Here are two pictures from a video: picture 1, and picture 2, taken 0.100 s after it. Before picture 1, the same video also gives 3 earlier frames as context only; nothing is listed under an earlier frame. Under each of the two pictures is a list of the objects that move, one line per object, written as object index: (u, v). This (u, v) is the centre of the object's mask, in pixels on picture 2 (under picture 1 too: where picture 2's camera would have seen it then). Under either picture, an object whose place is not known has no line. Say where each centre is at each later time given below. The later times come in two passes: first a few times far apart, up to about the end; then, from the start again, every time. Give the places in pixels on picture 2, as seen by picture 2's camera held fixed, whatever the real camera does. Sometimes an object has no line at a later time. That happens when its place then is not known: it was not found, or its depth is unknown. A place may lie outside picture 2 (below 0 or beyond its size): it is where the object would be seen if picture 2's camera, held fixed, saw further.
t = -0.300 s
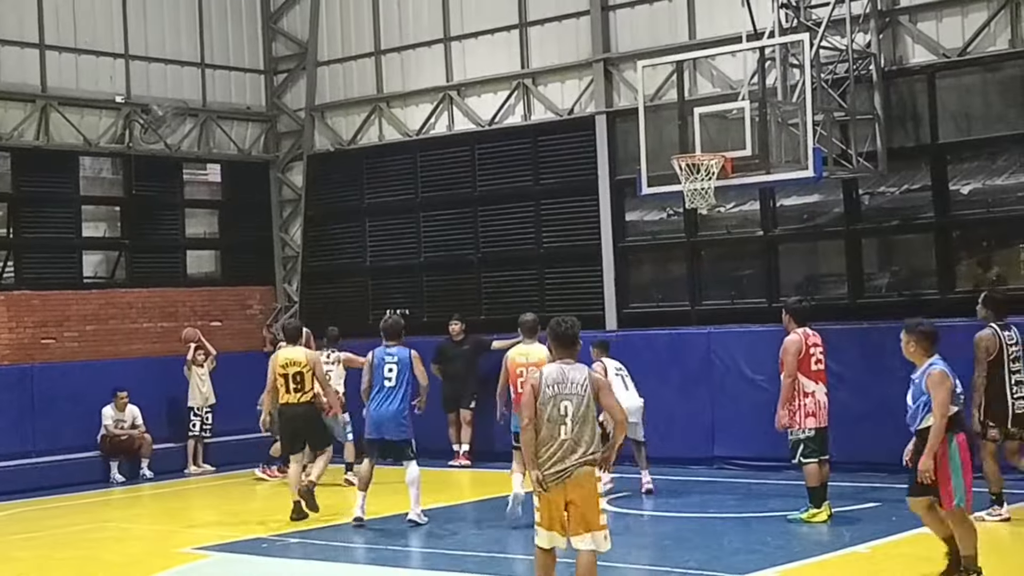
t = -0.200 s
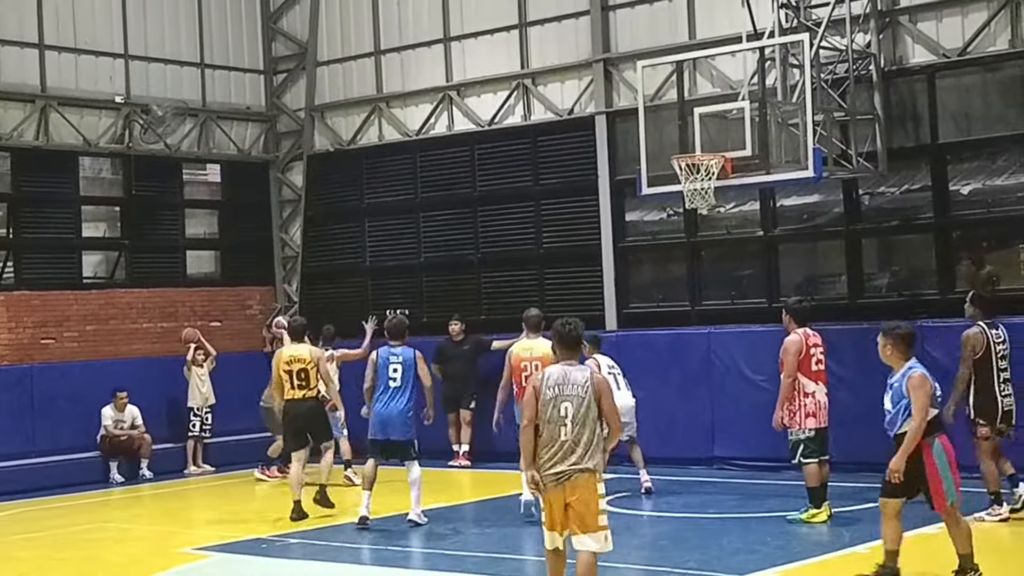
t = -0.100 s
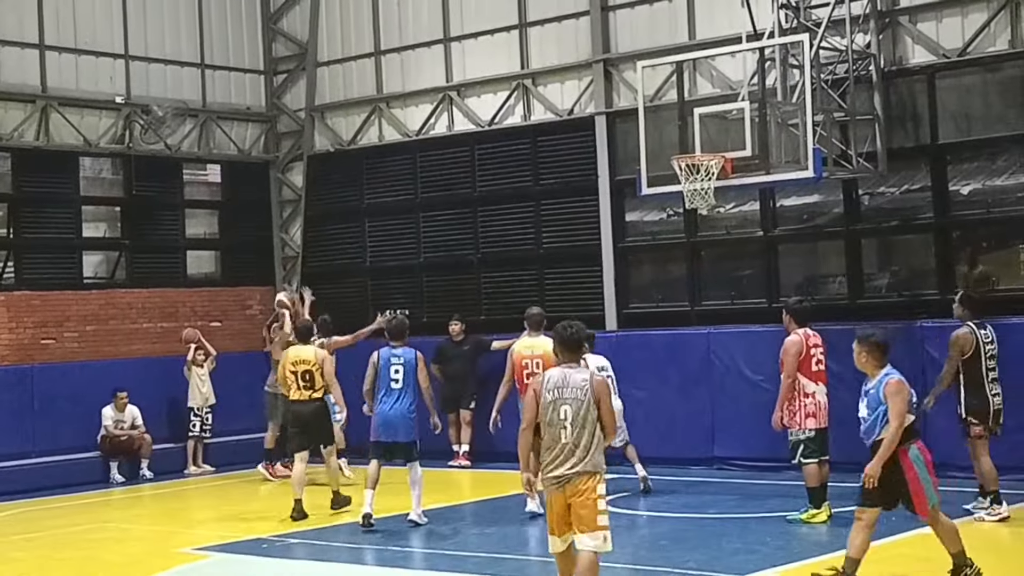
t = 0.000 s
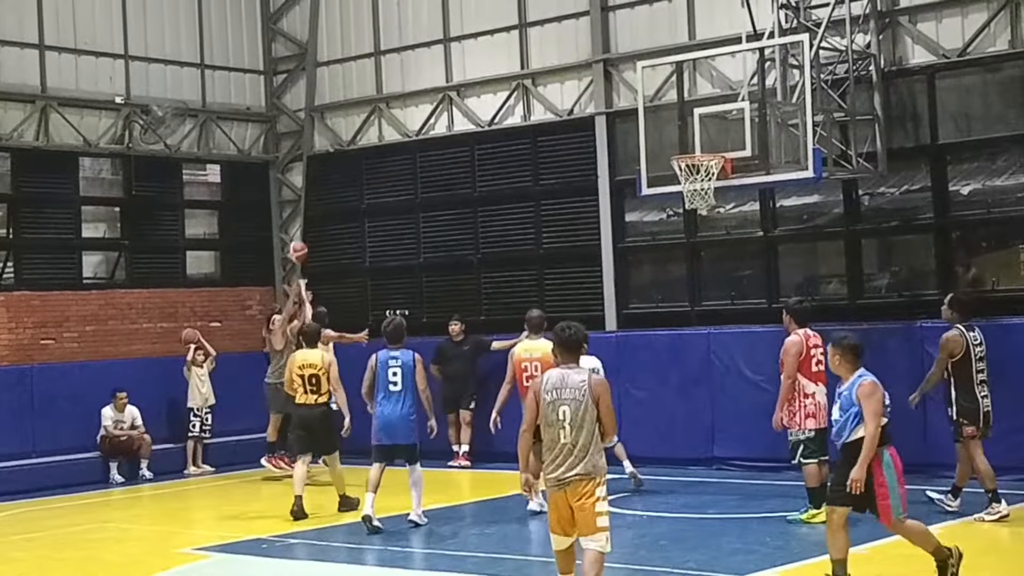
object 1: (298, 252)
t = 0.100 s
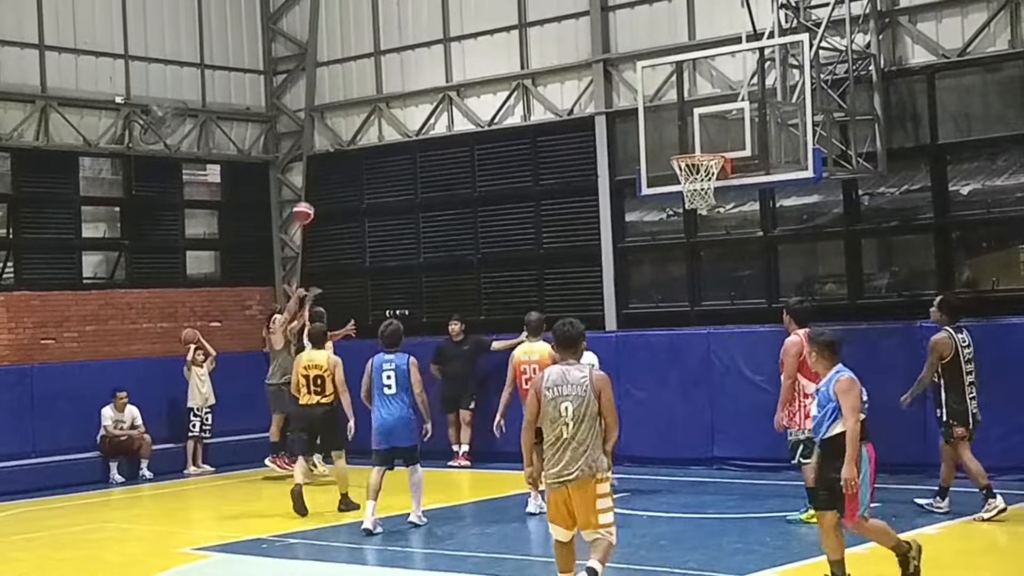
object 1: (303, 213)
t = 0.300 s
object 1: (317, 162)
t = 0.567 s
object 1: (338, 147)
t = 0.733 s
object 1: (354, 169)
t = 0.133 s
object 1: (306, 201)
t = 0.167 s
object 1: (308, 192)
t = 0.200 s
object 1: (310, 183)
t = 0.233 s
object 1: (312, 175)
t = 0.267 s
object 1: (315, 168)
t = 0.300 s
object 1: (317, 162)
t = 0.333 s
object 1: (319, 156)
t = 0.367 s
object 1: (322, 152)
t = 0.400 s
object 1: (325, 148)
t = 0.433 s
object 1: (327, 146)
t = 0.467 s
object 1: (331, 144)
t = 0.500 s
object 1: (333, 144)
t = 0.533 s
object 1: (335, 144)
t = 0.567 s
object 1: (338, 147)
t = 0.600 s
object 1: (341, 149)
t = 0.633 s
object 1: (344, 152)
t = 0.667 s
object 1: (348, 157)
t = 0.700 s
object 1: (351, 162)
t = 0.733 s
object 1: (354, 169)
